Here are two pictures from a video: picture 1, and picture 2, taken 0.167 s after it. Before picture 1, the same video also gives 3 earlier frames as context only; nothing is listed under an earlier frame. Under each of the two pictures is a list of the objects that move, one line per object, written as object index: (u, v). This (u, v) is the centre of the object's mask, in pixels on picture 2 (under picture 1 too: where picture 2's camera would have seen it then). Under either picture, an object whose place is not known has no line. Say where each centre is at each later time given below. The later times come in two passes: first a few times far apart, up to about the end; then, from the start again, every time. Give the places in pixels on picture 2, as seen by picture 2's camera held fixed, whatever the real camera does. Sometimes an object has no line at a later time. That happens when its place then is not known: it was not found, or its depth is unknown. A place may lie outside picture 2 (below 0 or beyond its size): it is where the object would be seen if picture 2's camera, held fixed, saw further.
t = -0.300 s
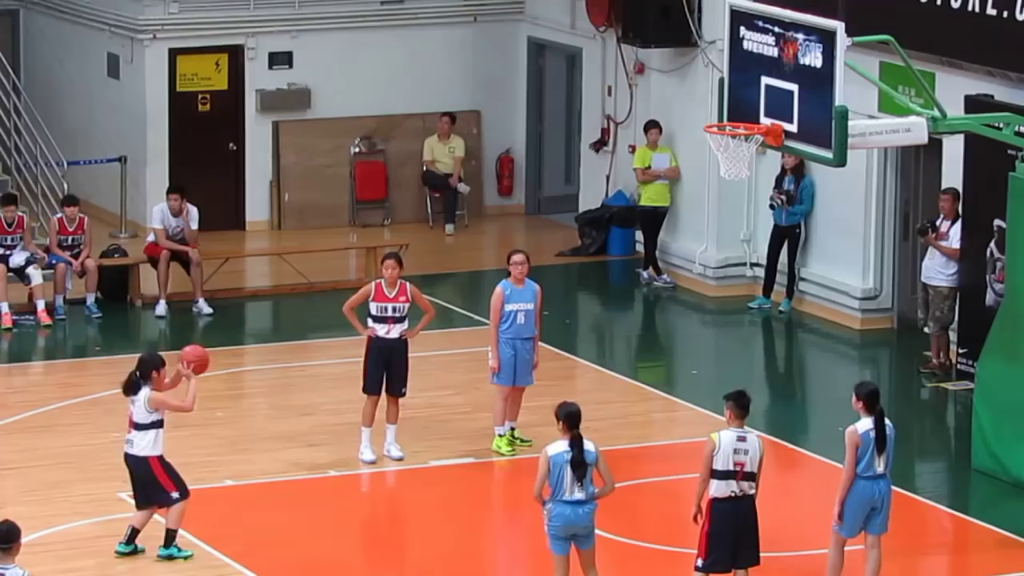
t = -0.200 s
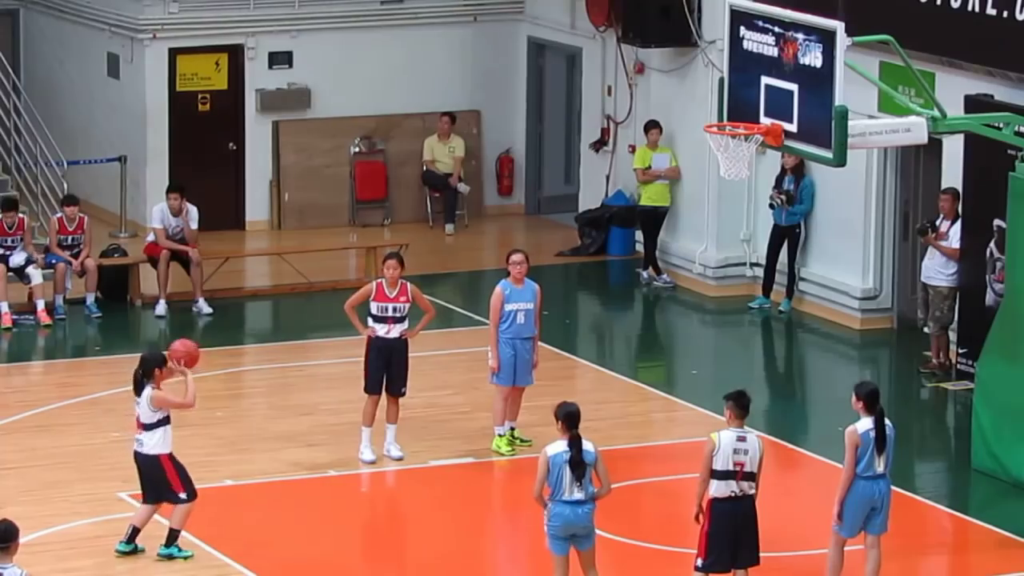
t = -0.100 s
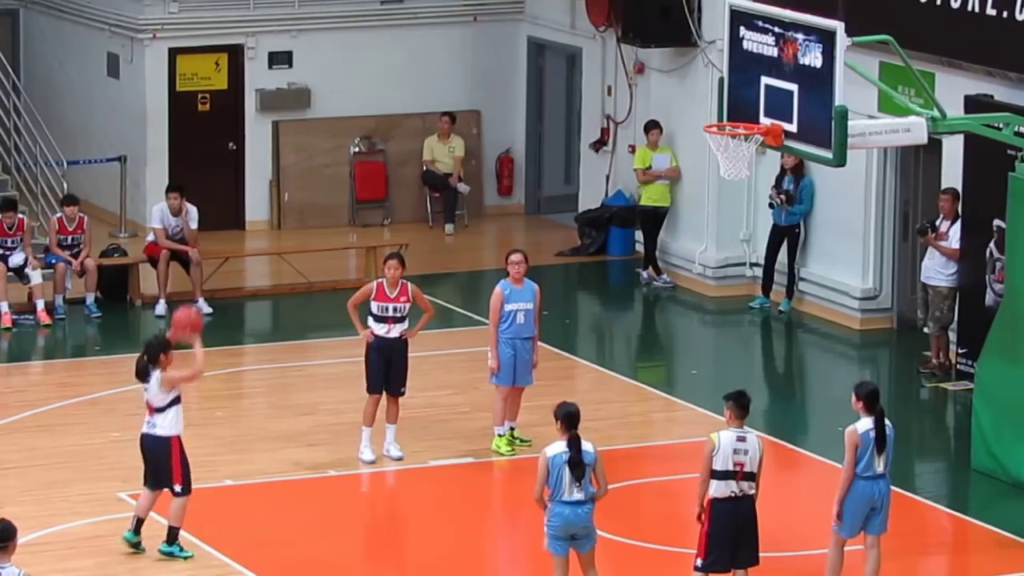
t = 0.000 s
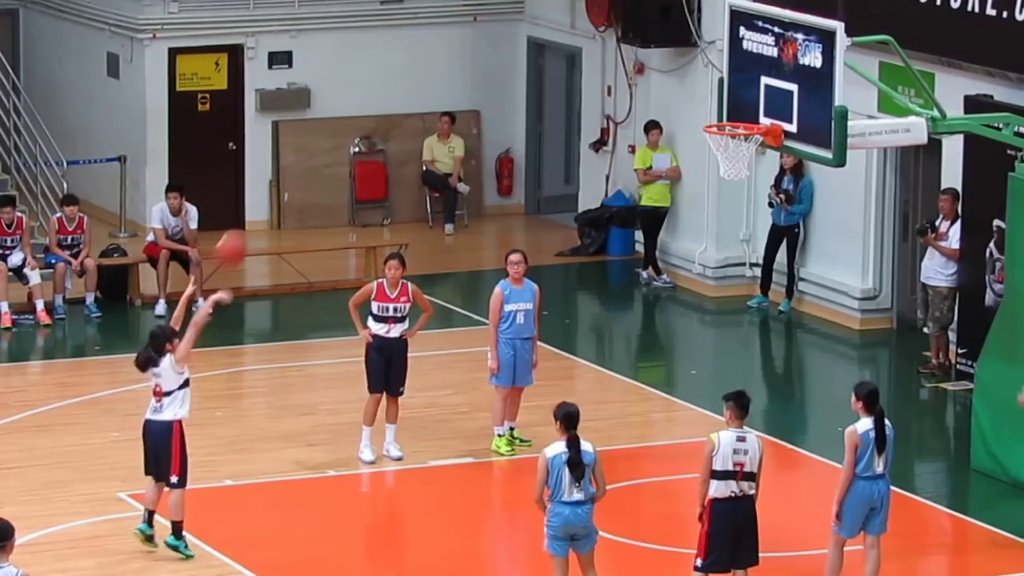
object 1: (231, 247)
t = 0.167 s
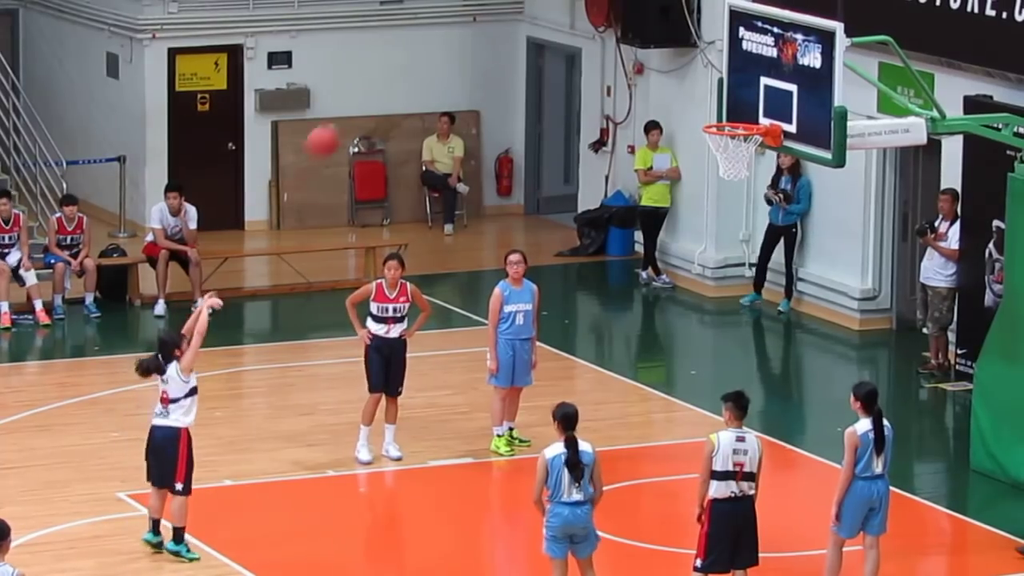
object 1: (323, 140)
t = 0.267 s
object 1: (378, 94)
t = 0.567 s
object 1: (537, 32)
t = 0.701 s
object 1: (606, 40)
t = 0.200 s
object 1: (341, 125)
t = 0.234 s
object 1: (360, 109)
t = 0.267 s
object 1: (378, 94)
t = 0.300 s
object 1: (396, 81)
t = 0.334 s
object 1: (414, 70)
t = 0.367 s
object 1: (432, 60)
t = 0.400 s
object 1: (450, 52)
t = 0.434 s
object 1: (468, 44)
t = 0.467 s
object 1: (485, 39)
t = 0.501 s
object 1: (503, 35)
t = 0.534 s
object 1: (520, 32)
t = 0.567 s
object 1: (537, 32)
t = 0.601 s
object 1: (555, 31)
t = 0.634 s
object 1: (572, 34)
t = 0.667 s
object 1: (588, 36)
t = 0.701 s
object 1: (606, 40)
